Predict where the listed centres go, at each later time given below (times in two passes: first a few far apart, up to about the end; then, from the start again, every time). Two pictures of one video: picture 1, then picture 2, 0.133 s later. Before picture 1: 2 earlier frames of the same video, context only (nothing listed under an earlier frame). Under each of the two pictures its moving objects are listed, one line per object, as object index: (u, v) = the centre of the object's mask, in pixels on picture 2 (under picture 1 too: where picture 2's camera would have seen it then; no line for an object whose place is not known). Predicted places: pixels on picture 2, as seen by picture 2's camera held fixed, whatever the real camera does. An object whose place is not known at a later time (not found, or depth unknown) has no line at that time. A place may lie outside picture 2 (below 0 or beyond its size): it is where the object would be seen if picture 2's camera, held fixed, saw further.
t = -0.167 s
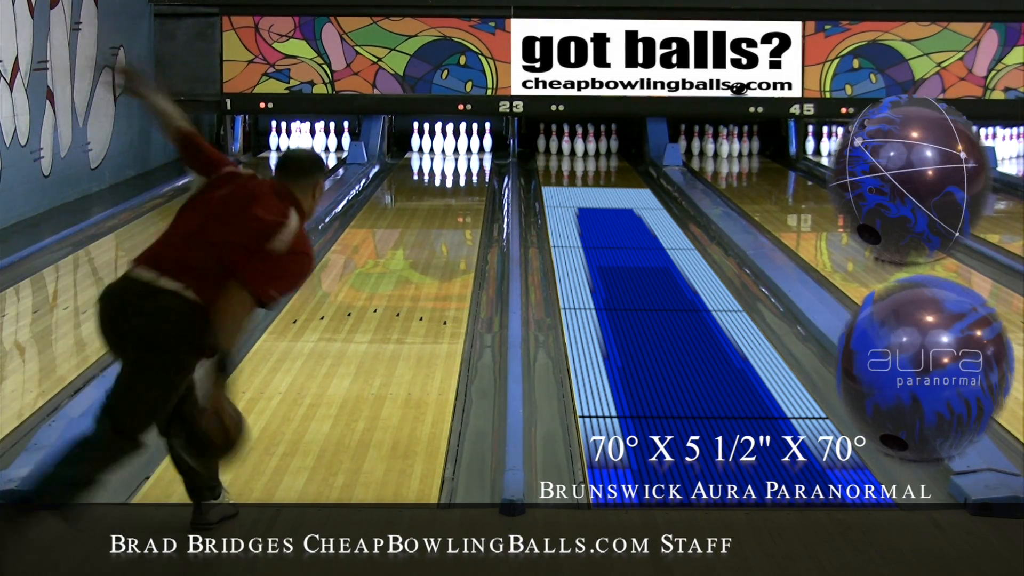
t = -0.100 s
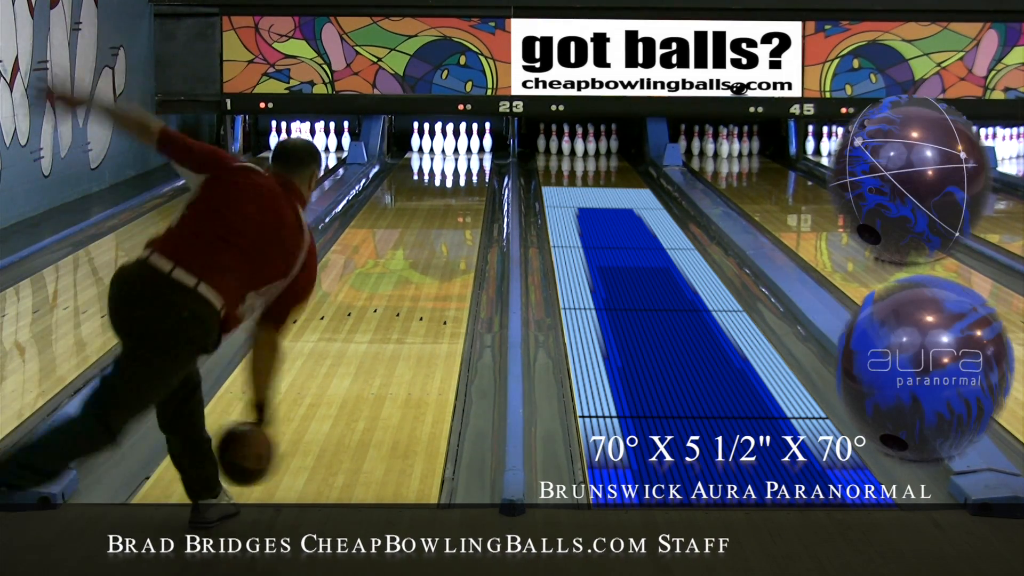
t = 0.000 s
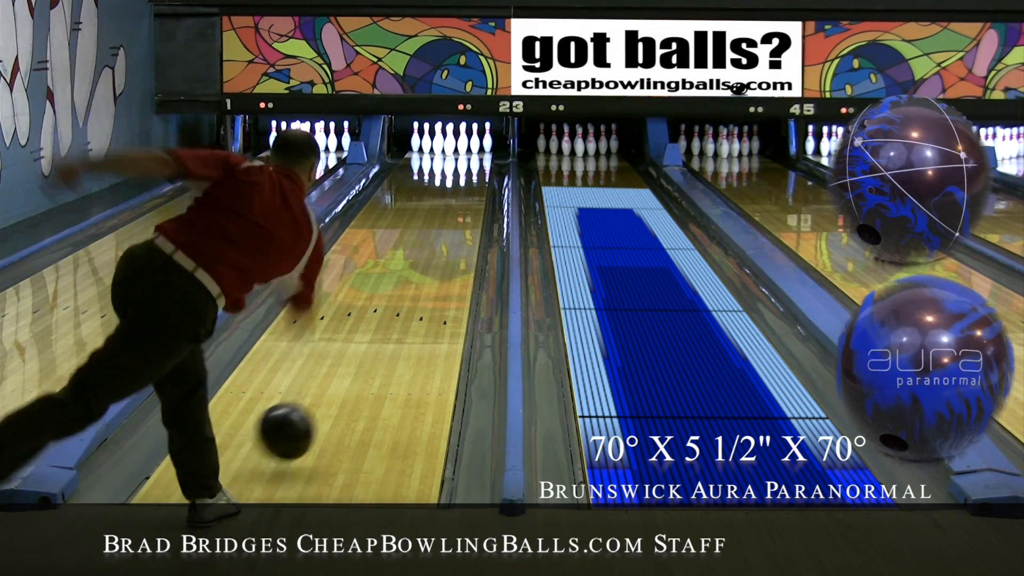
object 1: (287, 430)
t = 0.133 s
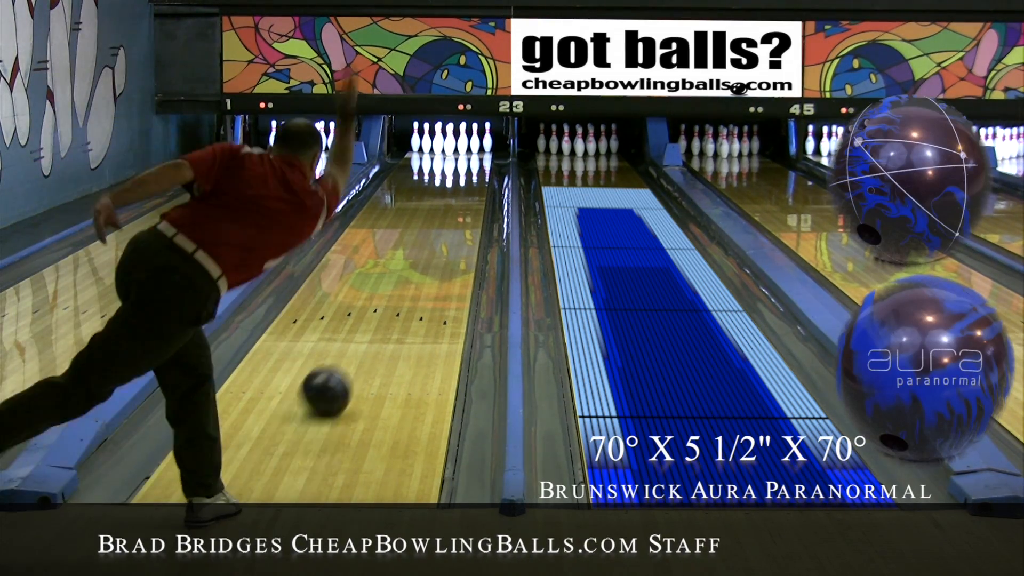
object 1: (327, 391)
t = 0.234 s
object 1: (349, 360)
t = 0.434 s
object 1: (385, 310)
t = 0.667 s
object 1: (415, 268)
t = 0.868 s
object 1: (434, 240)
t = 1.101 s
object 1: (450, 215)
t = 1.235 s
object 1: (458, 204)
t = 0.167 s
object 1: (334, 380)
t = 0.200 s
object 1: (342, 370)
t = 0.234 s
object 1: (349, 360)
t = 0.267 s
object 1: (356, 350)
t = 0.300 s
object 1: (363, 341)
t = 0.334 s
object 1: (369, 332)
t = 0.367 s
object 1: (375, 324)
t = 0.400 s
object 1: (380, 317)
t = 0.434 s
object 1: (385, 310)
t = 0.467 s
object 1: (390, 303)
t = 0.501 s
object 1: (395, 296)
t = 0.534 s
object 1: (399, 290)
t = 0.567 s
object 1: (404, 285)
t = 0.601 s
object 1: (408, 278)
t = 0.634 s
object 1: (412, 273)
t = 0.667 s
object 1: (415, 268)
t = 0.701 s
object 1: (419, 262)
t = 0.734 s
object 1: (422, 258)
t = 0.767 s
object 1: (425, 253)
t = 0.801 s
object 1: (428, 249)
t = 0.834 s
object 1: (431, 245)
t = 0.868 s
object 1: (434, 240)
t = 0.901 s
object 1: (436, 236)
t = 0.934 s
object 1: (439, 233)
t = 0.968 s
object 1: (441, 229)
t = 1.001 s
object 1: (444, 225)
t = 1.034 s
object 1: (446, 222)
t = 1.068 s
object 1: (448, 218)
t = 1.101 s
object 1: (450, 215)
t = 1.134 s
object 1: (452, 213)
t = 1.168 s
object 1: (454, 209)
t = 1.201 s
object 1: (456, 207)
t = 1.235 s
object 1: (458, 204)
